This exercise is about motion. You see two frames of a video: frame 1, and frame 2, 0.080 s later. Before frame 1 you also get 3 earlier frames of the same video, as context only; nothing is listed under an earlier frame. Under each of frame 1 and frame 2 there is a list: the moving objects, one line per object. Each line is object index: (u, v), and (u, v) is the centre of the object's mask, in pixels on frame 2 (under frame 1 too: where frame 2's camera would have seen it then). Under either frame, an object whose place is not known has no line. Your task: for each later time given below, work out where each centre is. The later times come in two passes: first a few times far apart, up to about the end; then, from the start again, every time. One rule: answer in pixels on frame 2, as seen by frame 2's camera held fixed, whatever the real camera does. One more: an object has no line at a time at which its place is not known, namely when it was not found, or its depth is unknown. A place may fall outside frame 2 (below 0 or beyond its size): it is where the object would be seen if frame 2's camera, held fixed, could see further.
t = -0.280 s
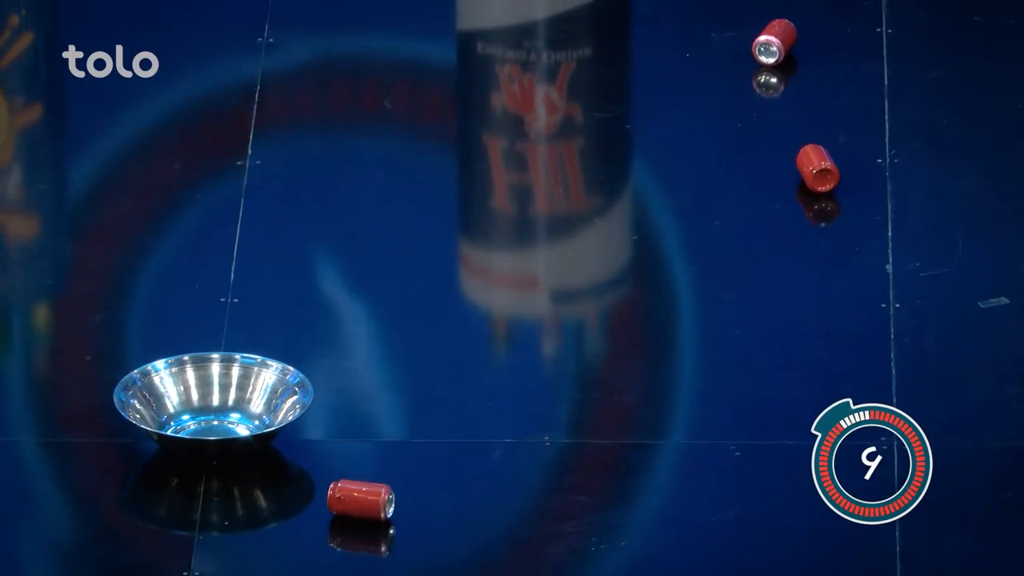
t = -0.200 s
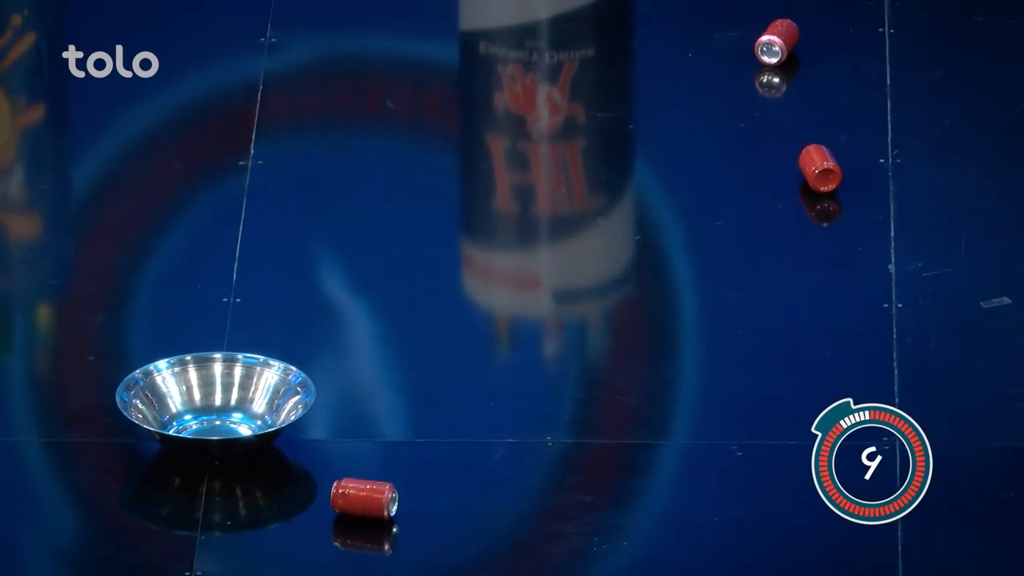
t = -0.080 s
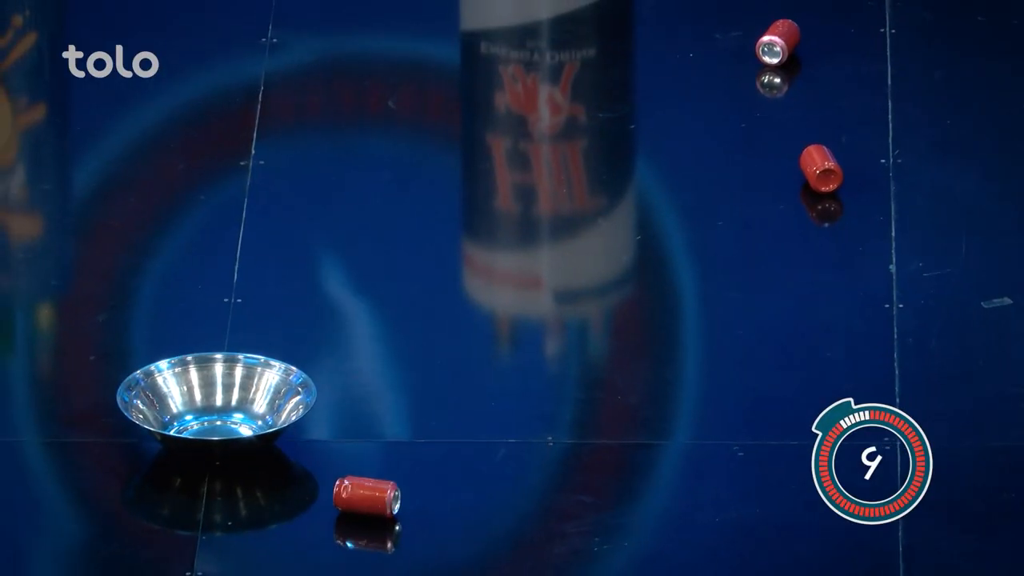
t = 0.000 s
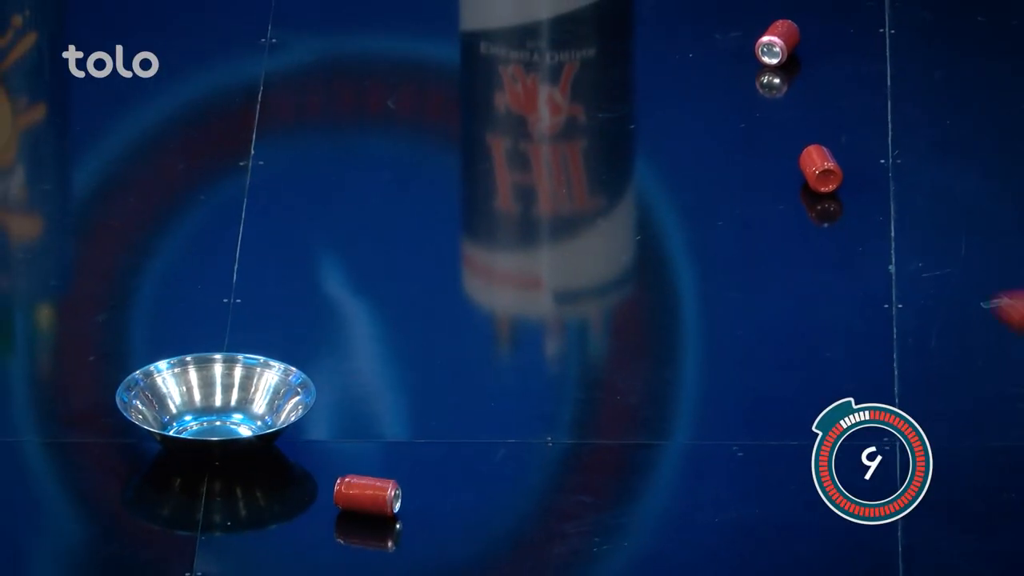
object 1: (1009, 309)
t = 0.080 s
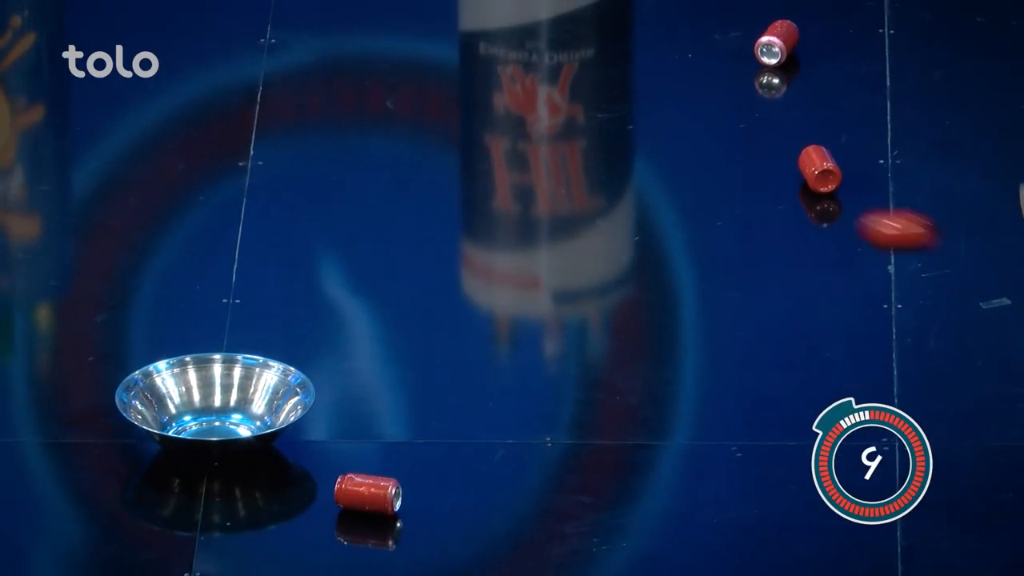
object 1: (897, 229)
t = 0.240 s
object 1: (635, 170)
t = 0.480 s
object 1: (266, 325)
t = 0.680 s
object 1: (30, 474)
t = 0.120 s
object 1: (832, 204)
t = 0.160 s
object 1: (766, 183)
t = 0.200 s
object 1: (701, 173)
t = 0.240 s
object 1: (635, 170)
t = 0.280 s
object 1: (573, 177)
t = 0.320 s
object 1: (505, 191)
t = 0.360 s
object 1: (444, 213)
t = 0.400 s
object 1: (383, 243)
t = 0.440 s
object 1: (323, 282)
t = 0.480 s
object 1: (266, 325)
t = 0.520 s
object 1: (206, 384)
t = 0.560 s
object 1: (150, 460)
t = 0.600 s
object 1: (102, 520)
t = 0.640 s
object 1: (60, 502)
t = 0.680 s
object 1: (30, 474)
